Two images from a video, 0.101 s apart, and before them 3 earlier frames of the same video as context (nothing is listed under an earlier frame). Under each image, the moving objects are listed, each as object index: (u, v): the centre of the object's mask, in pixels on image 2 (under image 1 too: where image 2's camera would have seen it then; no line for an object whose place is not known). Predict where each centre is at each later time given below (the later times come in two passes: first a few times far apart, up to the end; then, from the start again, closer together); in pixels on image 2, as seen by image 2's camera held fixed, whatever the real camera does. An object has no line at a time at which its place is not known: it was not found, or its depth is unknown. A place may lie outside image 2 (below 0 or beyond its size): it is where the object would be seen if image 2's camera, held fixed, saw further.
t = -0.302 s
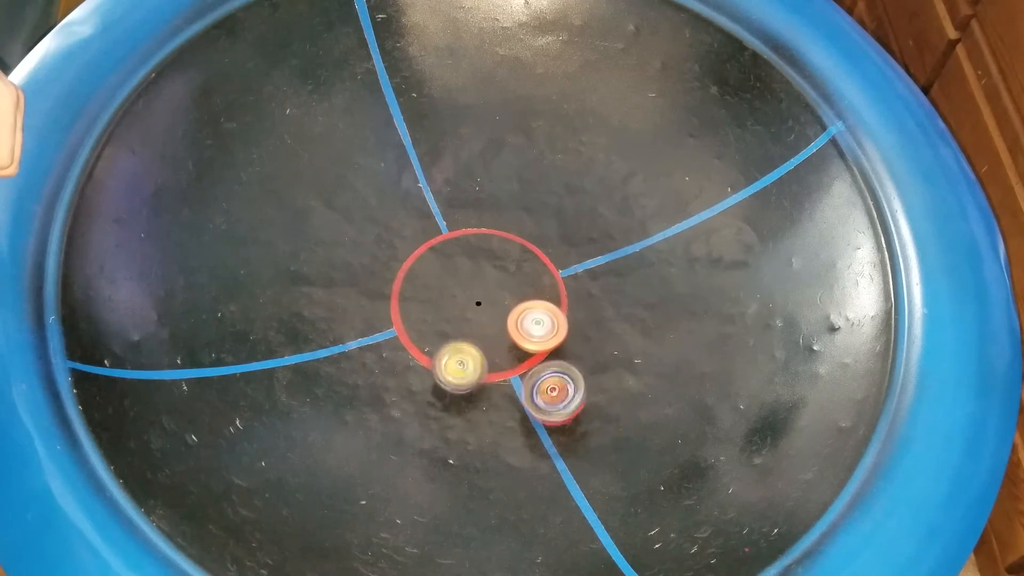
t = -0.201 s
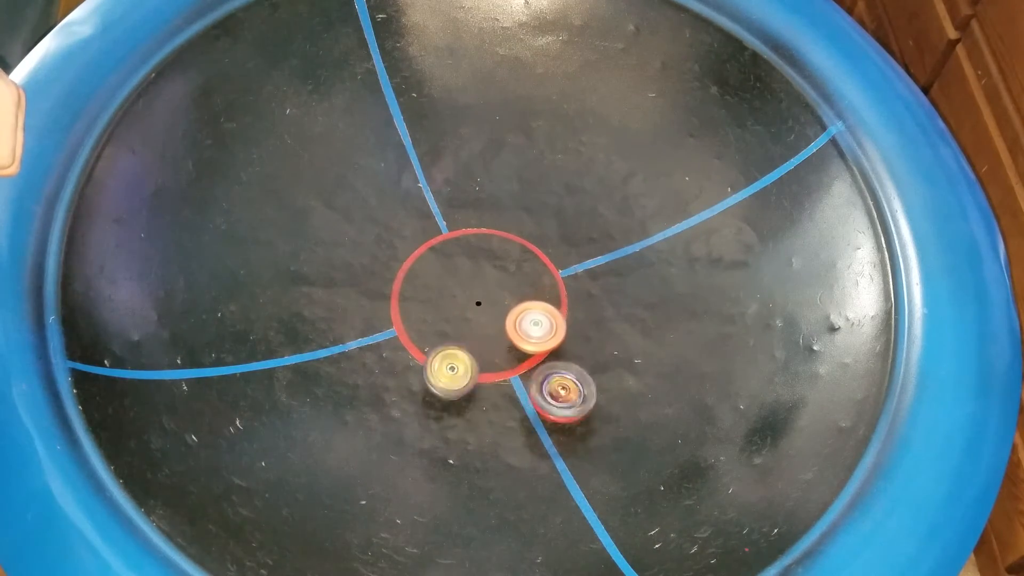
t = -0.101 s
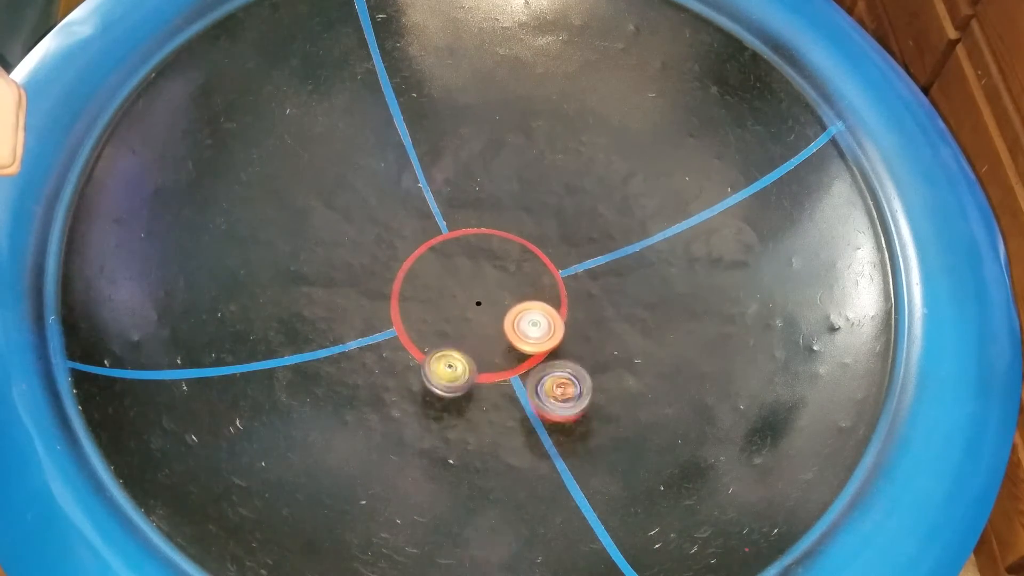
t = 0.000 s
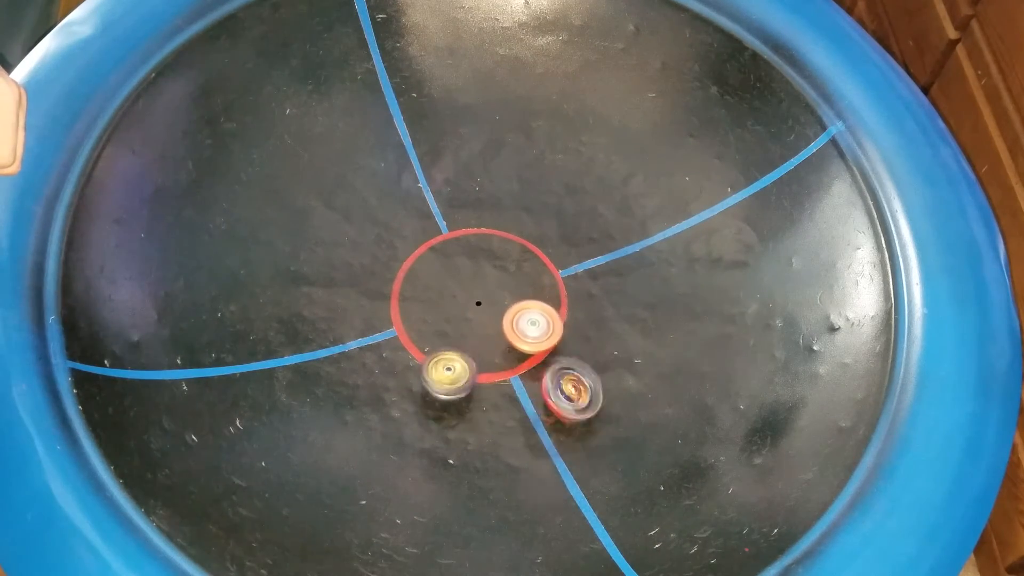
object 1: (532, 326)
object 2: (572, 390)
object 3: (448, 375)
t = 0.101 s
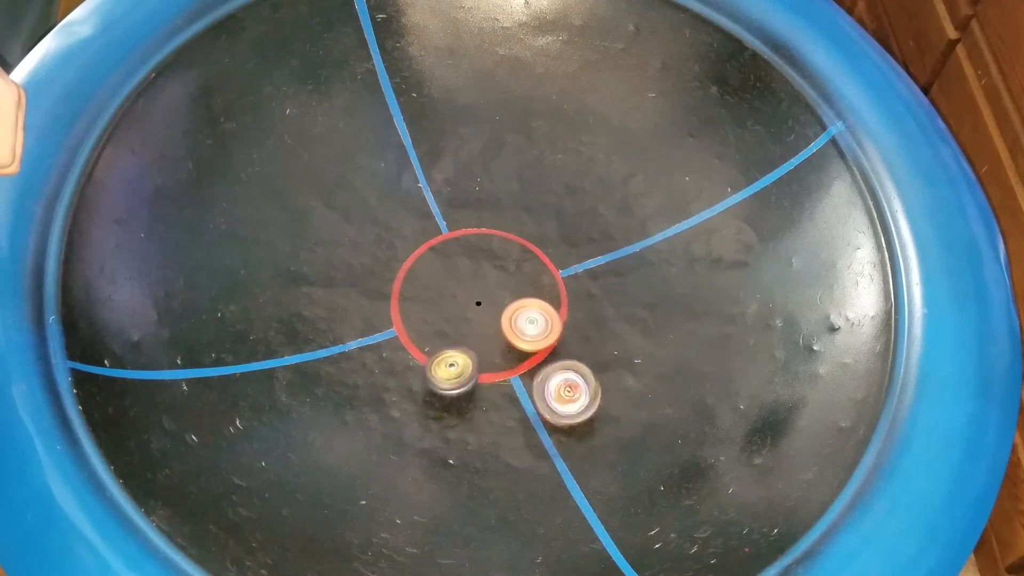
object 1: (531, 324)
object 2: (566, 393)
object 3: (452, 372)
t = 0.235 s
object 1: (528, 323)
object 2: (575, 382)
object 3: (456, 368)
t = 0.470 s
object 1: (524, 317)
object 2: (579, 378)
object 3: (448, 361)
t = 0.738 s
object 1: (520, 313)
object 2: (578, 365)
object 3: (447, 363)
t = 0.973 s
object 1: (516, 310)
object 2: (570, 358)
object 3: (453, 364)
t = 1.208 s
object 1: (510, 307)
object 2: (567, 364)
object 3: (453, 356)
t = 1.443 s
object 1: (503, 305)
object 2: (564, 356)
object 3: (454, 356)
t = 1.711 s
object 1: (495, 302)
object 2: (547, 360)
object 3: (458, 361)
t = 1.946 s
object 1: (486, 299)
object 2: (554, 358)
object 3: (458, 358)
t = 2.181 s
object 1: (480, 295)
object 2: (533, 353)
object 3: (454, 357)
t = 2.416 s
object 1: (475, 292)
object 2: (535, 348)
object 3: (456, 355)
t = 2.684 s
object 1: (471, 292)
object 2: (538, 329)
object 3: (455, 354)
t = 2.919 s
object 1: (457, 290)
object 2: (536, 316)
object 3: (451, 356)
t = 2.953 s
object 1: (455, 289)
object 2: (536, 318)
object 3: (451, 358)
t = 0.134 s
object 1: (530, 324)
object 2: (564, 388)
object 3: (452, 371)
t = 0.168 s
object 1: (529, 323)
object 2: (566, 383)
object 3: (453, 371)
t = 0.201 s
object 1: (529, 323)
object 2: (570, 381)
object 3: (456, 370)
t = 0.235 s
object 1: (528, 323)
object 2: (575, 382)
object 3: (456, 368)
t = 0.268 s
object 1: (527, 322)
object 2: (577, 384)
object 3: (454, 367)
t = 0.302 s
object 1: (527, 321)
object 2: (575, 385)
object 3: (454, 366)
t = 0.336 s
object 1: (526, 320)
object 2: (572, 385)
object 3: (454, 364)
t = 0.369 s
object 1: (526, 320)
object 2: (570, 381)
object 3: (453, 364)
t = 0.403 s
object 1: (525, 319)
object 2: (571, 379)
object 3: (452, 363)
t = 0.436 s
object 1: (525, 318)
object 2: (575, 378)
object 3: (450, 360)
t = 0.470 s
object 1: (524, 317)
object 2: (579, 378)
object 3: (448, 361)
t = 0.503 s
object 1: (524, 317)
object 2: (581, 379)
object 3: (448, 362)
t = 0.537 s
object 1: (523, 316)
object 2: (581, 381)
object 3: (447, 361)
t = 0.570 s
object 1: (523, 315)
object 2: (580, 380)
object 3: (445, 360)
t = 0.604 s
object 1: (522, 315)
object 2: (577, 378)
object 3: (445, 362)
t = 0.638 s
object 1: (522, 315)
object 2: (575, 375)
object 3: (446, 363)
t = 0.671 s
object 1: (520, 314)
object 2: (575, 370)
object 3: (445, 364)
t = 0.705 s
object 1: (520, 313)
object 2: (575, 367)
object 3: (446, 364)
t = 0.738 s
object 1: (520, 313)
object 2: (578, 365)
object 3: (447, 363)
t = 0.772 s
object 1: (519, 312)
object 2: (581, 365)
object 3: (448, 362)
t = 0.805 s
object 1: (519, 312)
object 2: (580, 367)
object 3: (448, 363)
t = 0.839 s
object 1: (518, 312)
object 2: (578, 368)
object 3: (450, 365)
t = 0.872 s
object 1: (518, 311)
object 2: (575, 367)
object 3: (452, 366)
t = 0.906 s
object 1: (517, 311)
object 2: (571, 365)
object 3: (454, 366)
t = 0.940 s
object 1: (517, 311)
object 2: (569, 362)
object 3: (454, 365)
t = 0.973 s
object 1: (516, 310)
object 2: (570, 358)
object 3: (453, 364)
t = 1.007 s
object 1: (515, 309)
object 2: (573, 356)
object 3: (453, 364)
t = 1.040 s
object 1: (515, 309)
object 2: (576, 356)
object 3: (455, 362)
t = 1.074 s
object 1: (514, 308)
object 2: (578, 357)
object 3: (458, 360)
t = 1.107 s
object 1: (513, 308)
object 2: (579, 360)
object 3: (457, 357)
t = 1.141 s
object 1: (512, 307)
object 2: (576, 363)
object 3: (454, 357)
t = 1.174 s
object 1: (511, 307)
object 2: (572, 364)
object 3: (452, 357)
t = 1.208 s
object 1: (510, 307)
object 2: (567, 364)
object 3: (453, 356)
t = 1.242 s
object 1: (510, 307)
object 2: (561, 362)
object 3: (453, 354)
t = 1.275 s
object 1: (509, 307)
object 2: (559, 360)
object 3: (453, 354)
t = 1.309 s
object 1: (508, 307)
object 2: (558, 357)
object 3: (453, 353)
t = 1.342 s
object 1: (507, 306)
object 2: (558, 354)
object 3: (453, 354)
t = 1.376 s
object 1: (505, 306)
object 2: (560, 354)
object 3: (454, 355)
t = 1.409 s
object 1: (505, 306)
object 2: (562, 354)
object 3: (455, 356)
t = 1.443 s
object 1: (503, 305)
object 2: (564, 356)
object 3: (454, 356)
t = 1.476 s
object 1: (502, 305)
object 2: (565, 358)
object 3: (452, 357)
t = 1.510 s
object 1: (501, 304)
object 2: (563, 360)
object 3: (450, 359)
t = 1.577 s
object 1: (499, 304)
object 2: (561, 361)
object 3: (451, 361)
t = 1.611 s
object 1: (498, 303)
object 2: (558, 361)
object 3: (454, 362)
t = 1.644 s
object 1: (497, 303)
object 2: (555, 361)
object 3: (456, 362)
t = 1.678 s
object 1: (496, 302)
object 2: (550, 361)
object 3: (458, 361)
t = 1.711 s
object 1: (495, 302)
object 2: (547, 360)
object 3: (458, 361)
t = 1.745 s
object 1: (494, 301)
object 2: (545, 358)
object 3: (458, 361)
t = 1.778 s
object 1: (492, 301)
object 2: (545, 356)
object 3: (457, 362)
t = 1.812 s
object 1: (491, 301)
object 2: (547, 355)
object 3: (458, 361)
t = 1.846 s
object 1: (490, 300)
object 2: (551, 354)
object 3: (460, 361)
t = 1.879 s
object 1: (489, 300)
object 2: (553, 354)
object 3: (461, 359)
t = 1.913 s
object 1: (488, 300)
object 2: (555, 356)
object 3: (460, 359)
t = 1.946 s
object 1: (486, 299)
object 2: (554, 358)
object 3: (458, 358)
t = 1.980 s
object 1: (485, 298)
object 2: (552, 359)
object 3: (457, 358)
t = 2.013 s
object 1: (484, 298)
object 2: (549, 360)
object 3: (456, 358)
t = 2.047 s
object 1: (483, 297)
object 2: (545, 361)
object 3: (456, 358)
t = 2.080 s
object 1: (482, 297)
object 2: (540, 361)
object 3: (457, 358)
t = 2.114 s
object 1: (481, 296)
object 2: (537, 359)
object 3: (457, 357)
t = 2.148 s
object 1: (480, 295)
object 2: (534, 355)
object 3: (455, 356)
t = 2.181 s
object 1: (480, 295)
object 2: (533, 353)
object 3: (454, 357)
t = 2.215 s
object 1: (479, 294)
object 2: (535, 350)
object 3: (454, 357)
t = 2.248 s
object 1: (478, 294)
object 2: (535, 350)
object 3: (455, 357)
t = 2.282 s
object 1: (478, 293)
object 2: (535, 351)
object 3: (456, 356)
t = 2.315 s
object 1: (477, 293)
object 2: (536, 351)
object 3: (457, 356)
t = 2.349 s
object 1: (476, 292)
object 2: (536, 349)
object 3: (458, 355)
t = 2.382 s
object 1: (476, 292)
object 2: (535, 349)
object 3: (457, 355)
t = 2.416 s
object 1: (475, 292)
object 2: (535, 348)
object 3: (456, 355)
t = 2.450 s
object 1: (474, 292)
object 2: (534, 347)
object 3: (456, 355)
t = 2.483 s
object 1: (474, 292)
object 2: (533, 346)
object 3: (457, 355)
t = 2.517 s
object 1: (473, 292)
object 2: (532, 343)
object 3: (460, 353)
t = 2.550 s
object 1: (473, 292)
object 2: (533, 342)
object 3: (460, 352)
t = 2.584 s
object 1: (472, 292)
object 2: (536, 339)
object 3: (460, 351)
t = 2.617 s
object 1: (472, 292)
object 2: (537, 336)
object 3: (459, 351)
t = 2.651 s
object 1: (472, 292)
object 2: (538, 333)
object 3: (457, 352)
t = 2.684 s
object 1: (471, 292)
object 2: (538, 329)
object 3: (455, 354)
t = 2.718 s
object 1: (471, 292)
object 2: (539, 325)
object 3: (455, 354)
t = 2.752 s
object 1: (470, 292)
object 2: (537, 319)
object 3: (456, 355)
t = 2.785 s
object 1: (470, 292)
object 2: (534, 314)
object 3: (457, 354)
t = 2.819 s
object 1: (470, 292)
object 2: (529, 311)
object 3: (455, 353)
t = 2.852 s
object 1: (467, 292)
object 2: (528, 311)
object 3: (454, 352)
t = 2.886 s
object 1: (460, 290)
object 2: (533, 313)
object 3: (452, 354)
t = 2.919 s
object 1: (457, 290)
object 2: (536, 316)
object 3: (451, 356)
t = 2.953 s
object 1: (455, 289)
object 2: (536, 318)
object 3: (451, 358)
